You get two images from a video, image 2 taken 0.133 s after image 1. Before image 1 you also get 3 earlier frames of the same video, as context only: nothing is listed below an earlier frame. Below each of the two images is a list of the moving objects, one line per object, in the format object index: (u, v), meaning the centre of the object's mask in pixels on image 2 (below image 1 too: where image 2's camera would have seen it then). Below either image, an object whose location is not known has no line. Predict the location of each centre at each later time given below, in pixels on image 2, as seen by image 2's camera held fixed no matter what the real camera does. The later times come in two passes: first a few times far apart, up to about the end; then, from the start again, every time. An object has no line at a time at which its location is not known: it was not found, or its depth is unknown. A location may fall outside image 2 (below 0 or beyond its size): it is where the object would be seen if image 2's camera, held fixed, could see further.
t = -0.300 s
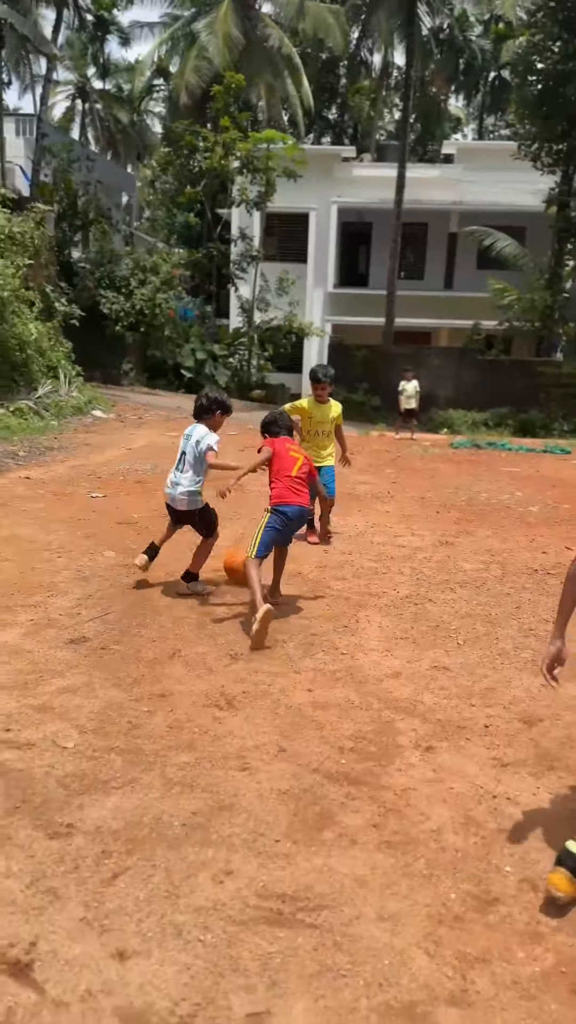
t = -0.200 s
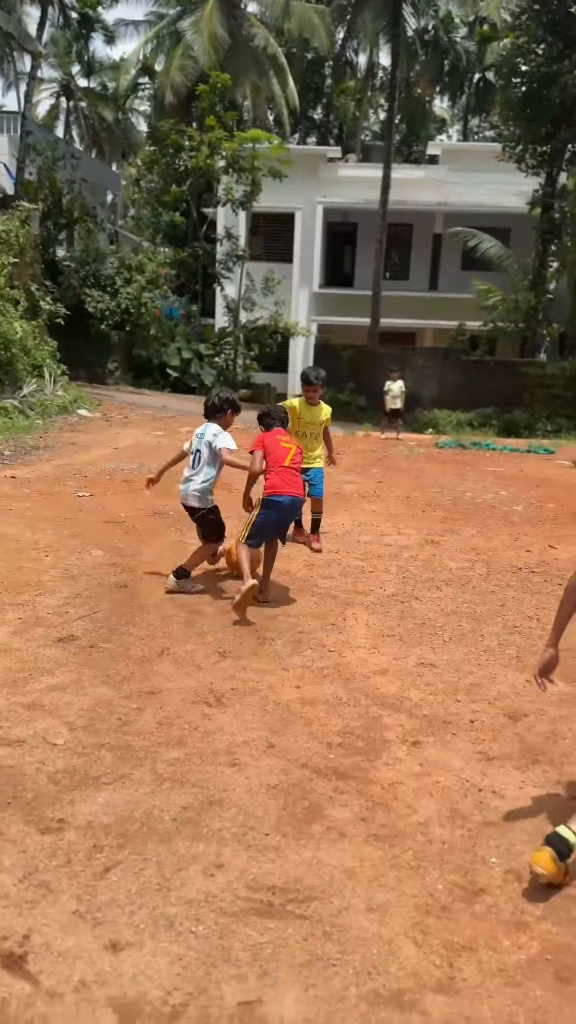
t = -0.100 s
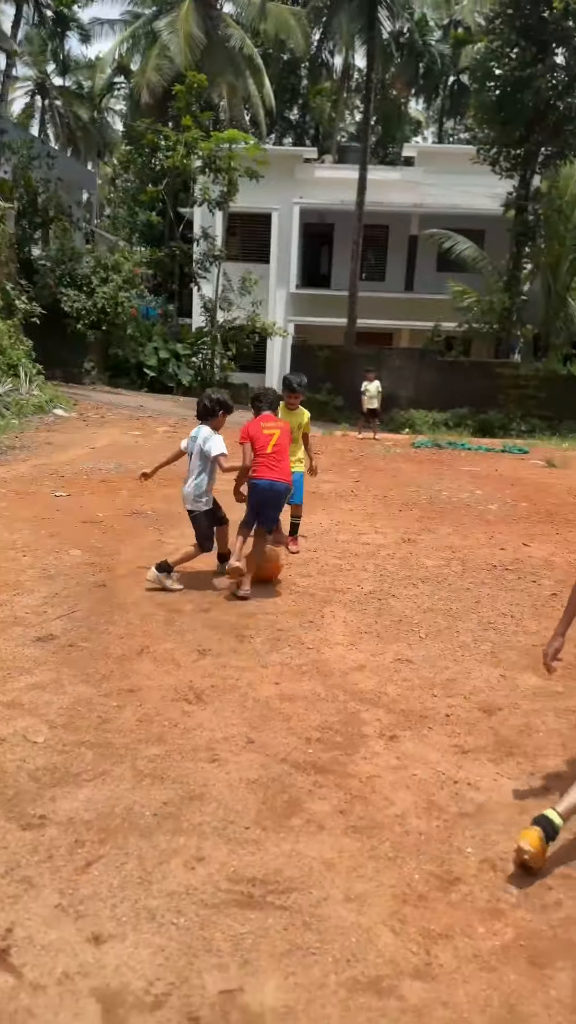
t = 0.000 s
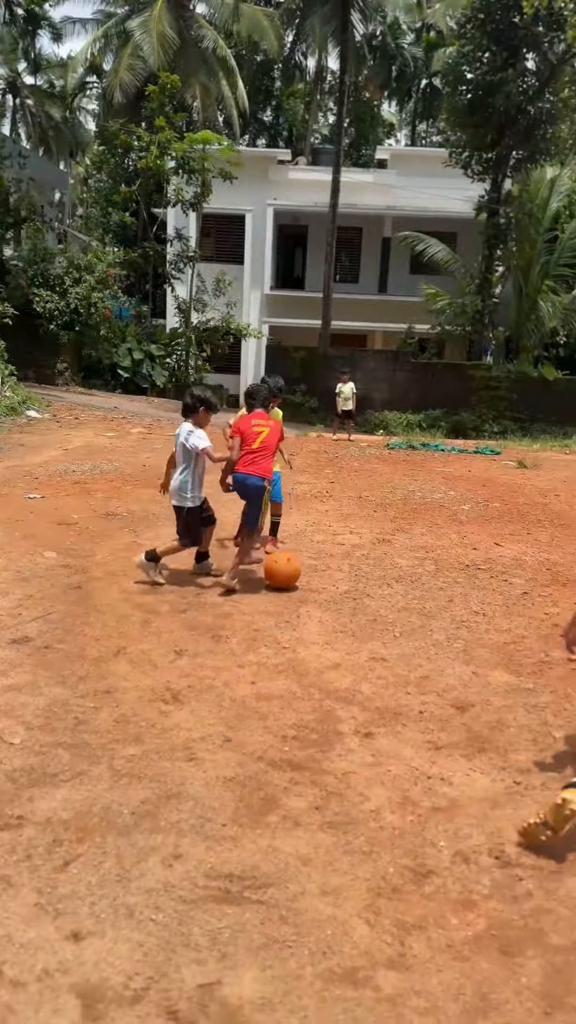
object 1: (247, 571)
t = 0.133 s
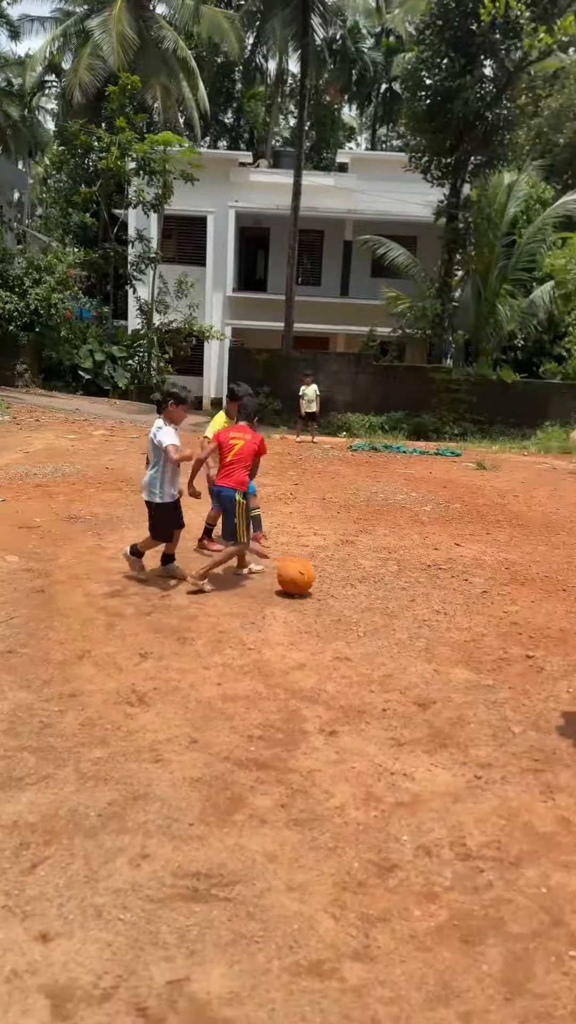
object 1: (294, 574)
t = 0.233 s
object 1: (328, 574)
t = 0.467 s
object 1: (406, 583)
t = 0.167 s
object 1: (307, 577)
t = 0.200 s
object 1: (317, 575)
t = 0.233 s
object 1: (328, 574)
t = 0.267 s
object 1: (340, 576)
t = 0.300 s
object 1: (351, 578)
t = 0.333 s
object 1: (363, 579)
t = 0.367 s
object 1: (374, 580)
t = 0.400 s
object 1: (385, 579)
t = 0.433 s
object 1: (396, 582)
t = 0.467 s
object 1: (406, 583)
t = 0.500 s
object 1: (417, 584)
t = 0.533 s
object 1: (427, 584)
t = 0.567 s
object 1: (438, 586)
